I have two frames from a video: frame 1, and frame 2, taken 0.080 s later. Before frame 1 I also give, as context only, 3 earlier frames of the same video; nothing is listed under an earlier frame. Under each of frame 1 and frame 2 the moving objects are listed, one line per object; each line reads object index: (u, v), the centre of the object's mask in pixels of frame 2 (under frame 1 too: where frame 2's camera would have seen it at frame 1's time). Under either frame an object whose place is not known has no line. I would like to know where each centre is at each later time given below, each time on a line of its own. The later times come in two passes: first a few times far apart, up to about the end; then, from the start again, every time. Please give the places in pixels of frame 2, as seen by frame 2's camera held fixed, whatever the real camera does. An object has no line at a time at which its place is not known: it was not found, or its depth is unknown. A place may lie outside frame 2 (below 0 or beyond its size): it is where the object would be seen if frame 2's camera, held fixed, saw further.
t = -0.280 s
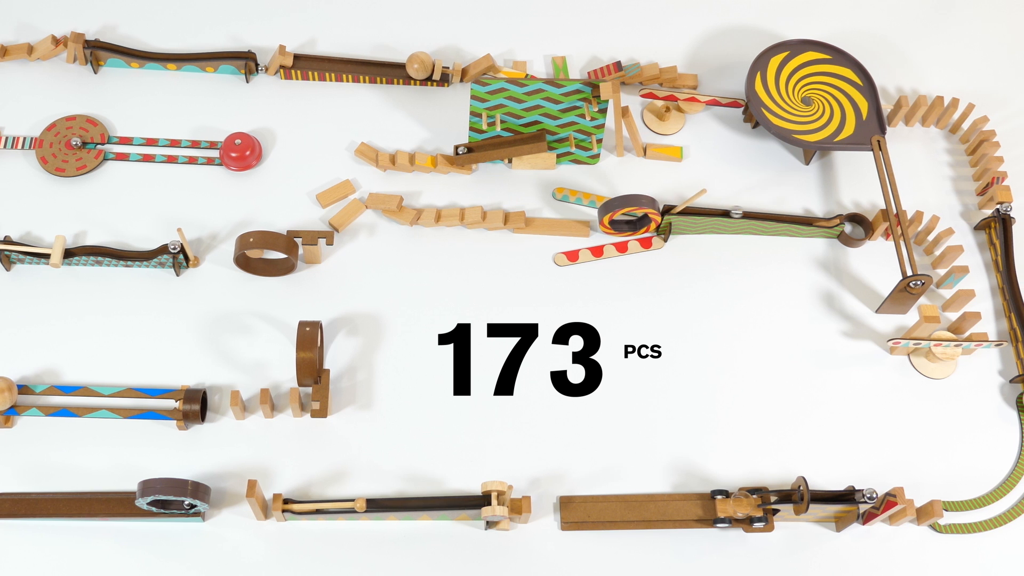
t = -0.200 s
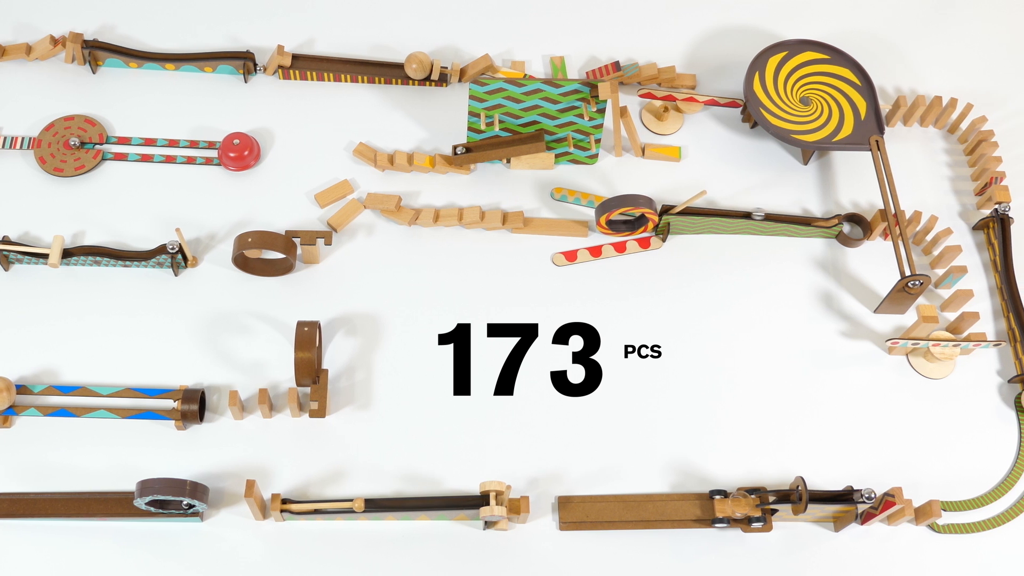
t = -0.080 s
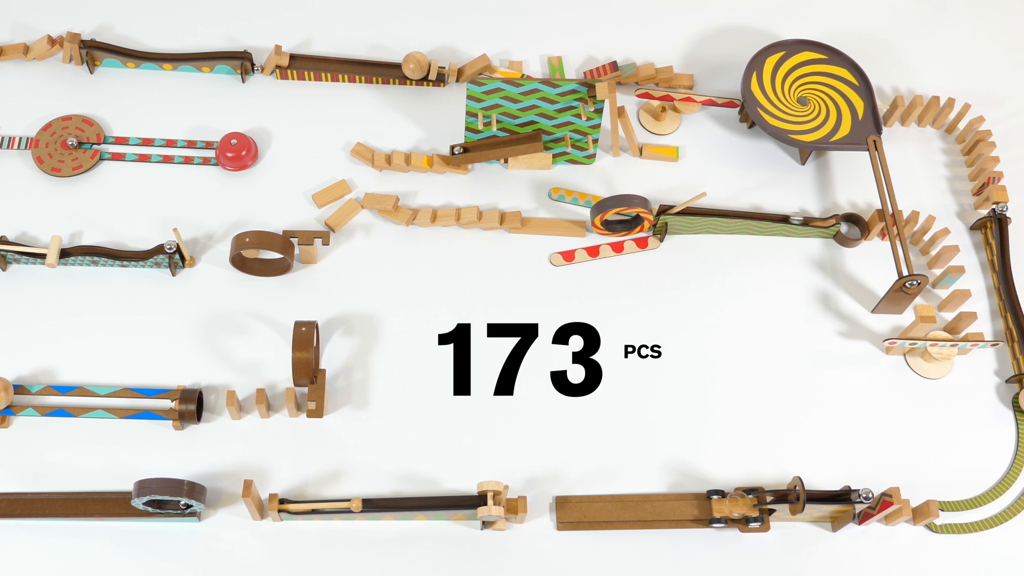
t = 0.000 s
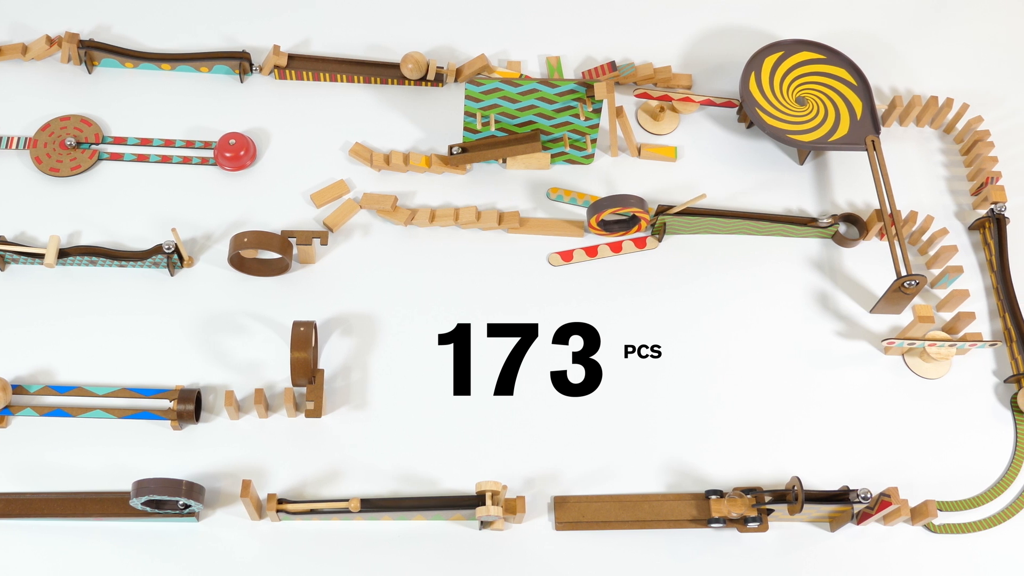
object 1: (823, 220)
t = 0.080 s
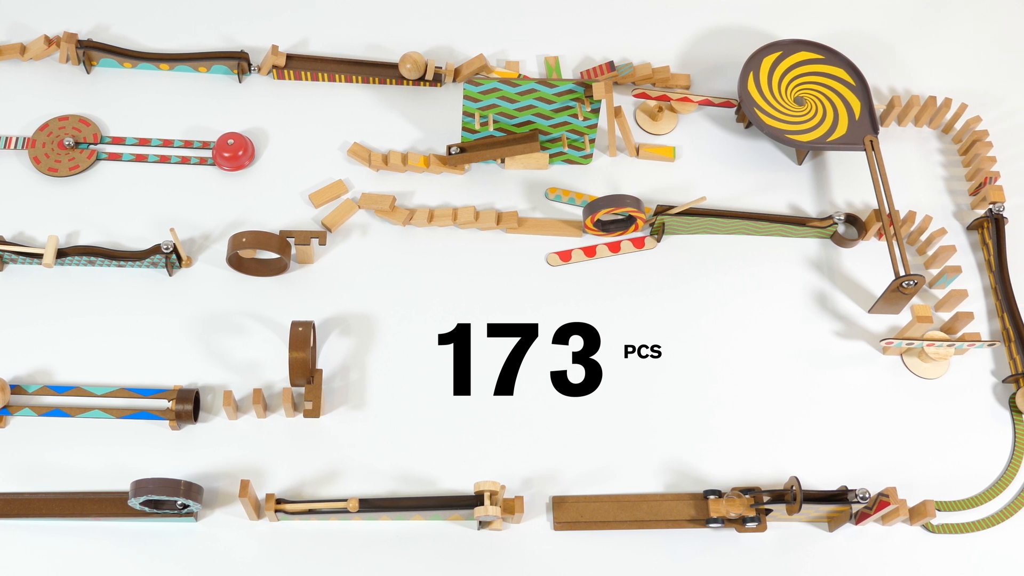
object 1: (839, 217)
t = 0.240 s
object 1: (864, 224)
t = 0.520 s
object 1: (866, 222)
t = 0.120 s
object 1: (843, 220)
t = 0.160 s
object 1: (844, 227)
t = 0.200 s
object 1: (857, 225)
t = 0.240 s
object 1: (864, 224)
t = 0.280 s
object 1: (868, 224)
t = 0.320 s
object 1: (871, 224)
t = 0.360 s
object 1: (872, 225)
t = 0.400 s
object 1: (870, 227)
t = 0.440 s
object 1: (868, 228)
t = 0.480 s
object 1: (868, 225)
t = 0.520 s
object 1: (866, 222)
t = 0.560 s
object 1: (864, 220)
